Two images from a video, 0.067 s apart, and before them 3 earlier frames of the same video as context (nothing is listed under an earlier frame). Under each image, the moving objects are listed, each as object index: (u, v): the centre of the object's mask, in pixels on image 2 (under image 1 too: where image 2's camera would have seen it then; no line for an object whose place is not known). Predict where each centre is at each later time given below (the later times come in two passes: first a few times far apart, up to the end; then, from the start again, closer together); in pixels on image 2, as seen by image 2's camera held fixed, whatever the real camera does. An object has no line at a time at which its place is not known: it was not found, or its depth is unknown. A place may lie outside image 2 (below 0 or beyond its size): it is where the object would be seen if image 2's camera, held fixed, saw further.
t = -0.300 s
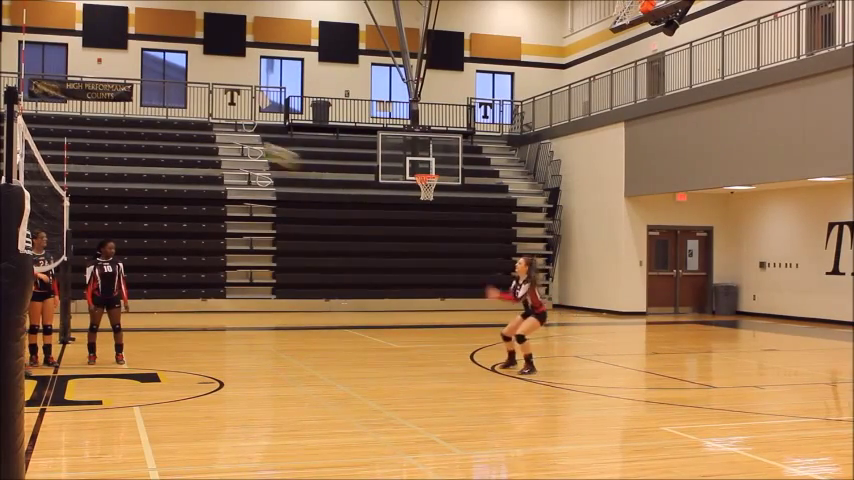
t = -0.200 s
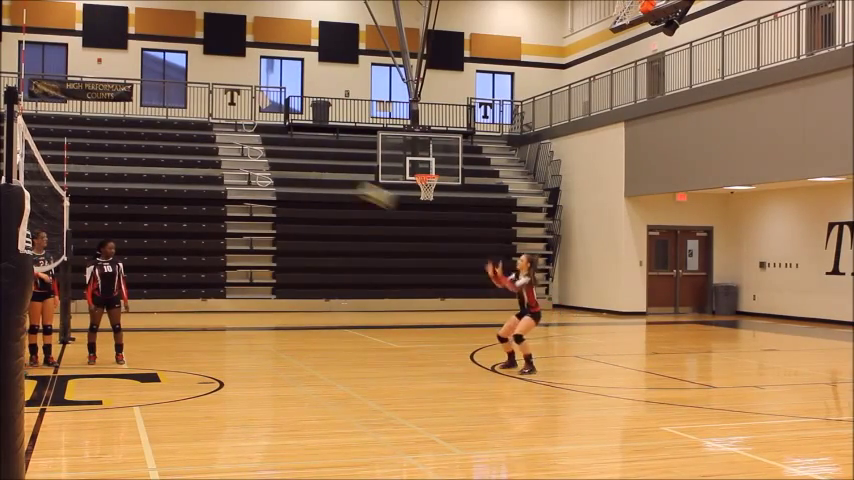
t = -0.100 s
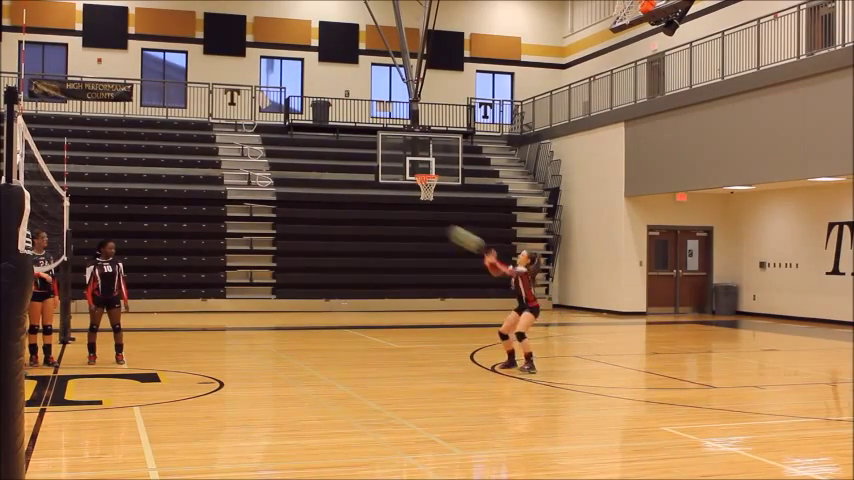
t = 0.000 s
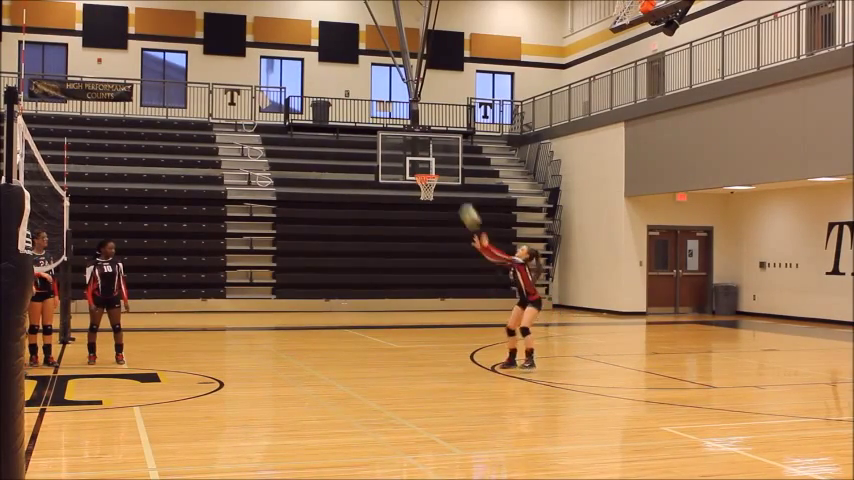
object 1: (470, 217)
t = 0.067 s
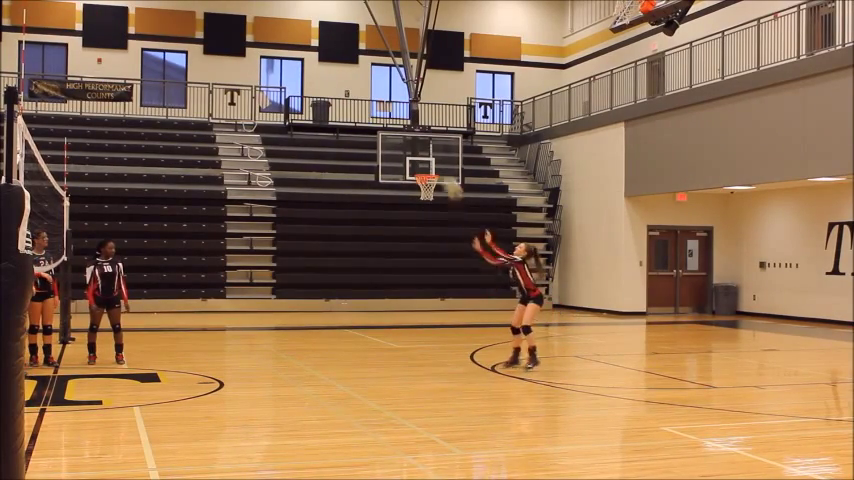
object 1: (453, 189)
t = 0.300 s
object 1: (393, 117)
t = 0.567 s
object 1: (327, 89)
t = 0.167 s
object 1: (425, 150)
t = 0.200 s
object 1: (417, 143)
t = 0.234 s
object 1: (408, 134)
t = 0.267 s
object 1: (401, 125)
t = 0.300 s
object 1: (393, 117)
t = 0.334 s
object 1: (384, 110)
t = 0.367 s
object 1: (376, 106)
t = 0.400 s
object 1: (367, 102)
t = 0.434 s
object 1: (359, 95)
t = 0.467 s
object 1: (351, 92)
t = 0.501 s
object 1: (344, 91)
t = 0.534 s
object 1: (336, 89)
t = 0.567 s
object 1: (327, 89)
